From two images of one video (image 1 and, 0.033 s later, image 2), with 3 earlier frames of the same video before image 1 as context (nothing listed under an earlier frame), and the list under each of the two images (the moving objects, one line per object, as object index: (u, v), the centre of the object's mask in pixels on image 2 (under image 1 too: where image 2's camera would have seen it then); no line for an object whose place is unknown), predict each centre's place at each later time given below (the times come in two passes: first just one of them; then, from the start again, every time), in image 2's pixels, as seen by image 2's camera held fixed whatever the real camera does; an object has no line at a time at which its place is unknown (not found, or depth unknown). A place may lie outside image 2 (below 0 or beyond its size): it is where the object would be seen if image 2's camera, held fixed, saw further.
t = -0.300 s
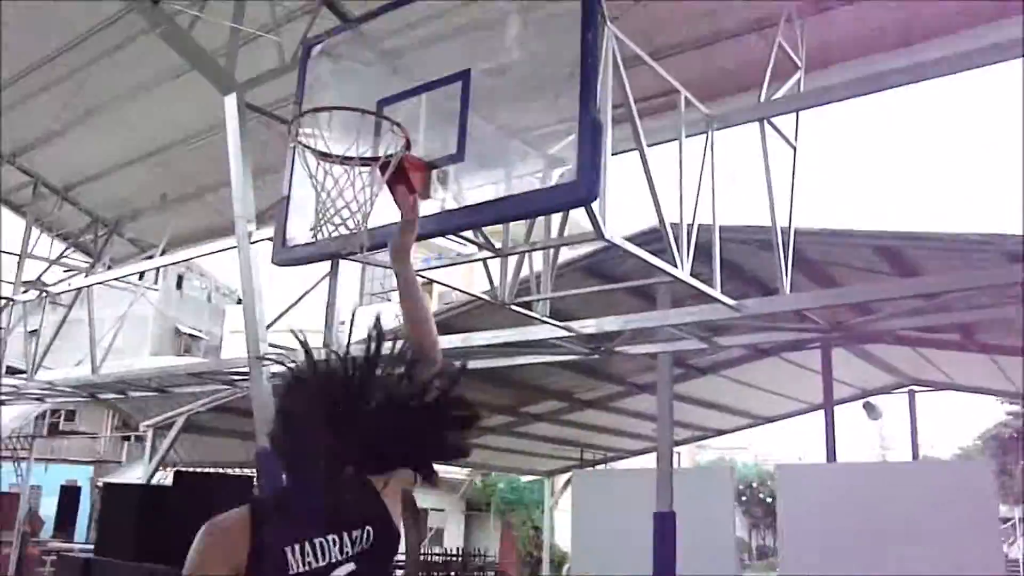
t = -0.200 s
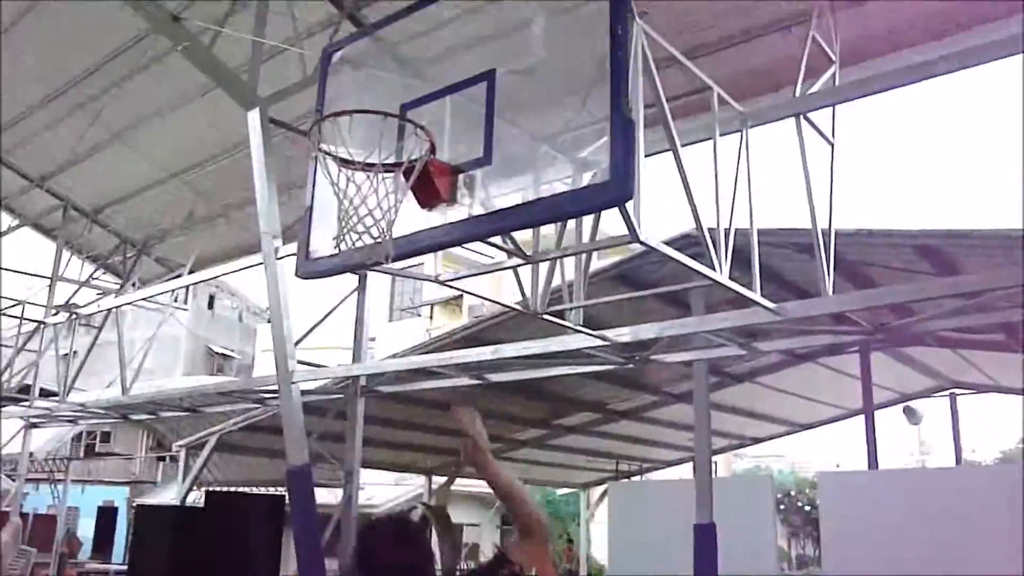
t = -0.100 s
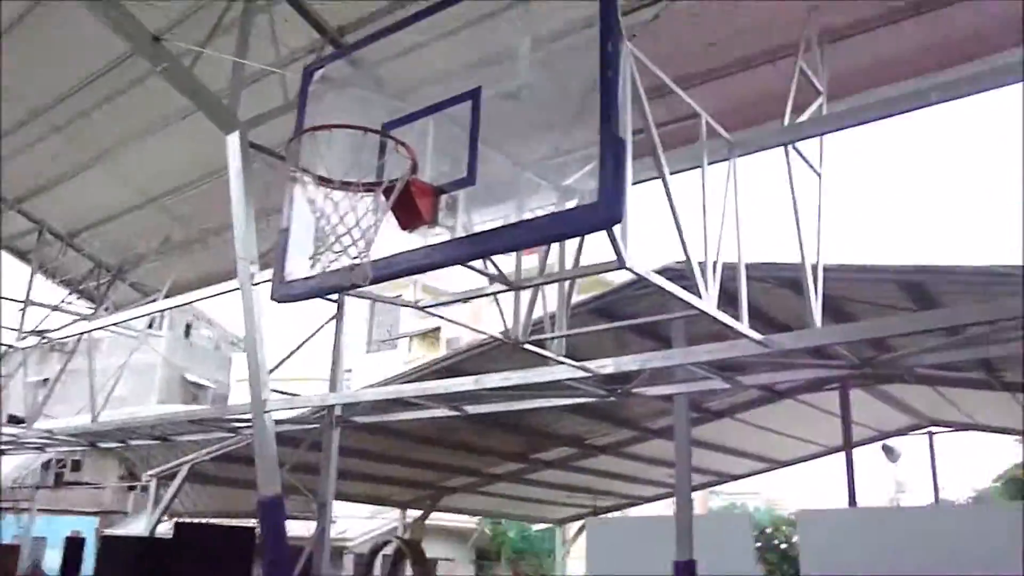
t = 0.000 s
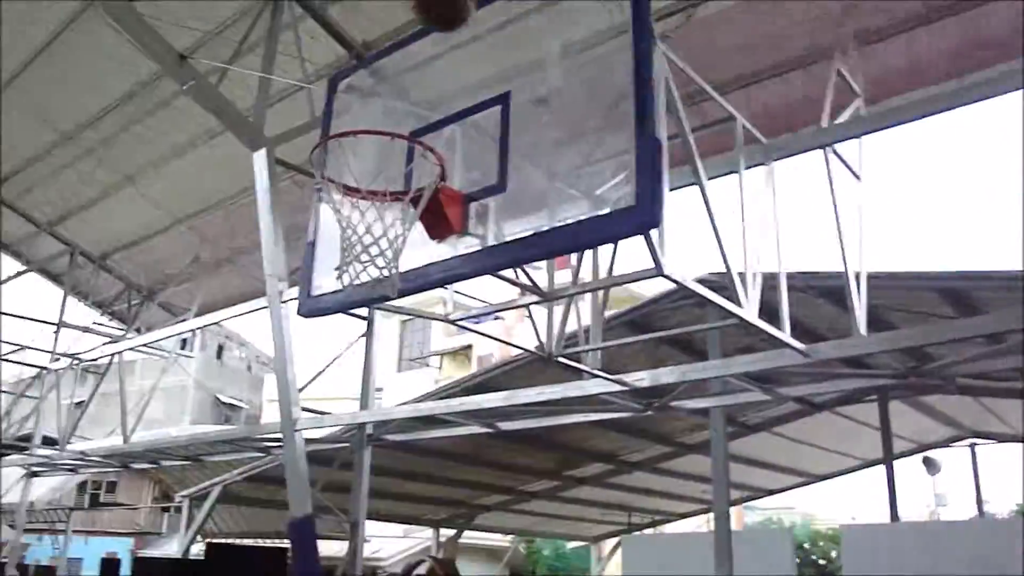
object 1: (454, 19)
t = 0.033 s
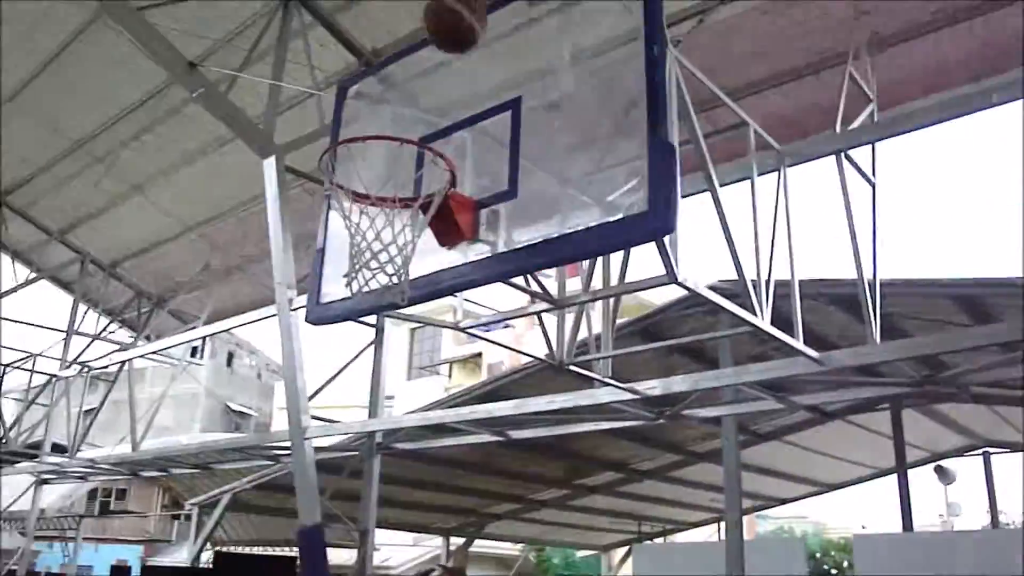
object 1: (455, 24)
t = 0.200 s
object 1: (460, 127)
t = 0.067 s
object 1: (457, 38)
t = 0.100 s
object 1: (457, 57)
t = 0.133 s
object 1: (458, 79)
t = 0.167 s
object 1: (459, 102)
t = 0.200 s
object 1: (460, 127)
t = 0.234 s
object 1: (454, 142)
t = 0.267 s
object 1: (434, 150)
